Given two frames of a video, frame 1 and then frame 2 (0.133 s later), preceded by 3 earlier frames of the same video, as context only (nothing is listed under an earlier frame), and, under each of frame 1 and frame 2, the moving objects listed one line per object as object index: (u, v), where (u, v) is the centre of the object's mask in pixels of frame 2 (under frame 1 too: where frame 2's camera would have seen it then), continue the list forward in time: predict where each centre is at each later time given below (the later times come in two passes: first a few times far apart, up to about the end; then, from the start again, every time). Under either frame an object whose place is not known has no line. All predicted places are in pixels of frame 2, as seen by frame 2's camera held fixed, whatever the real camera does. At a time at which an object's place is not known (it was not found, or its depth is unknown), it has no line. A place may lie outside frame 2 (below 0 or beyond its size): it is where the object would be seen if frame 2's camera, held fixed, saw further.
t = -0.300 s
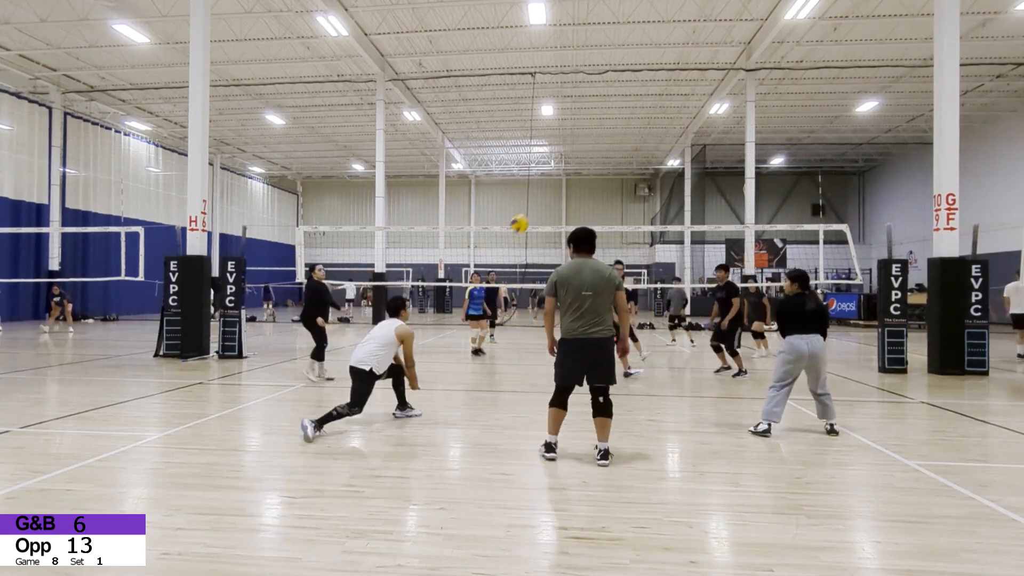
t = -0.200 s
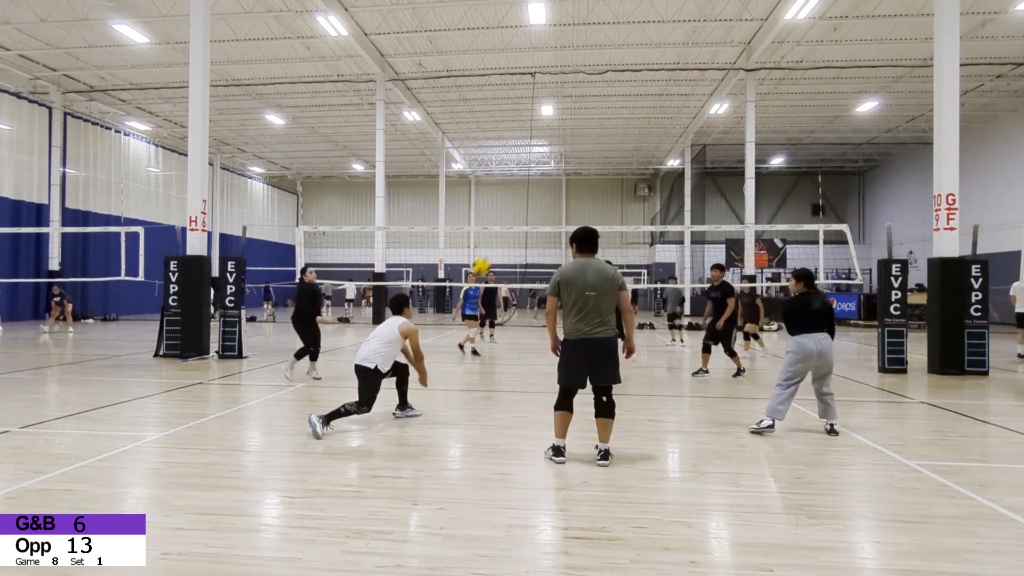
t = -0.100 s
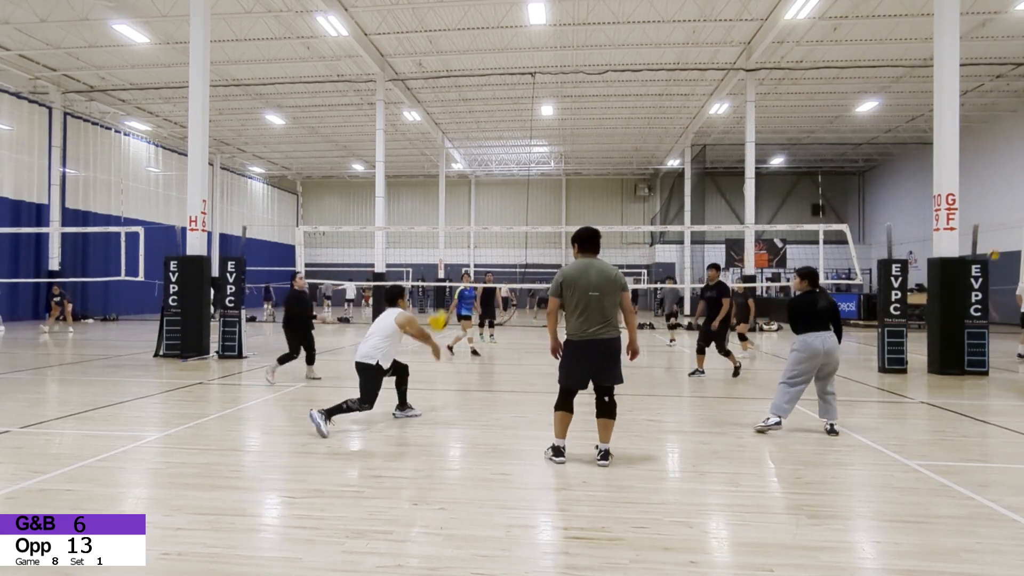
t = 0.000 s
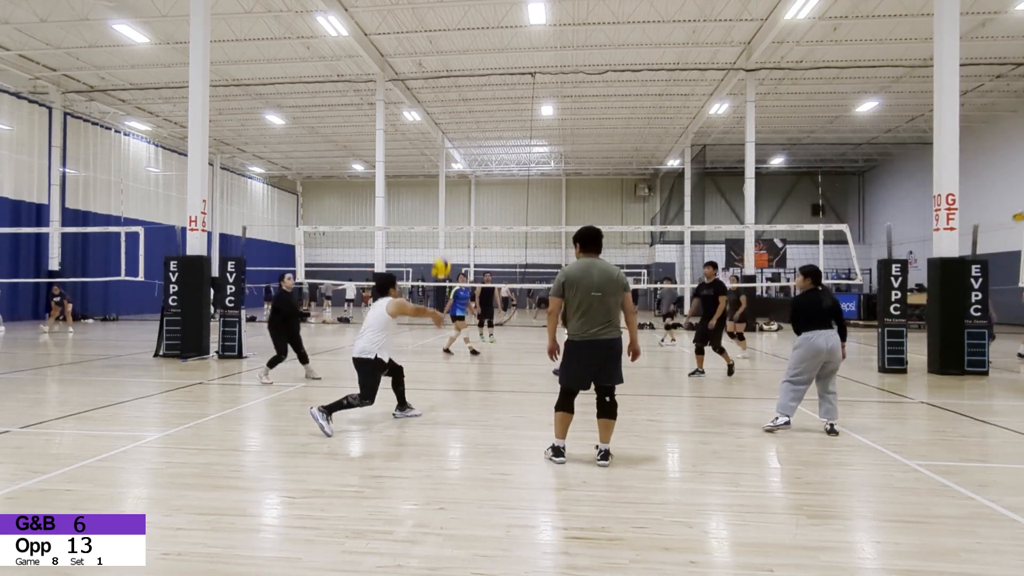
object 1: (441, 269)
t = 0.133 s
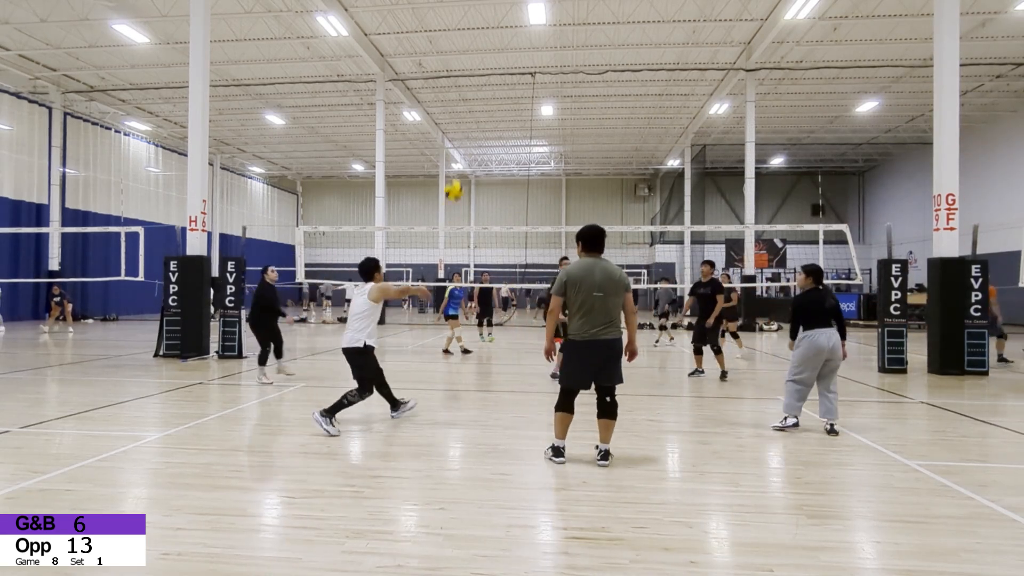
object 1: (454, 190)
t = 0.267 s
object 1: (465, 134)
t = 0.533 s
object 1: (483, 77)
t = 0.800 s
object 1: (500, 88)
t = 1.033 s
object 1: (513, 140)
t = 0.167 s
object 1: (457, 176)
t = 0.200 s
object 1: (460, 160)
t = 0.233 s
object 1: (463, 146)
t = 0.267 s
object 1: (465, 134)
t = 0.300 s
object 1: (468, 124)
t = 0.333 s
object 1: (470, 114)
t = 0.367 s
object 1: (473, 106)
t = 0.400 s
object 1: (475, 98)
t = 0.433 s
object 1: (478, 91)
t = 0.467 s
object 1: (479, 85)
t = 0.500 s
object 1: (481, 80)
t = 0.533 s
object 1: (483, 77)
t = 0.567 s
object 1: (486, 77)
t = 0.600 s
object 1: (488, 75)
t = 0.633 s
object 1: (490, 75)
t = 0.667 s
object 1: (492, 75)
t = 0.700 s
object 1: (494, 78)
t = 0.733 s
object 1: (496, 81)
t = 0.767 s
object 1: (498, 84)
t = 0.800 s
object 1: (500, 88)
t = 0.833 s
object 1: (502, 93)
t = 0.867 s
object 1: (504, 99)
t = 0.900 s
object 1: (506, 106)
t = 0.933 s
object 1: (508, 114)
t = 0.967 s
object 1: (510, 122)
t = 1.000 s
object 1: (512, 131)
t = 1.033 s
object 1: (513, 140)
